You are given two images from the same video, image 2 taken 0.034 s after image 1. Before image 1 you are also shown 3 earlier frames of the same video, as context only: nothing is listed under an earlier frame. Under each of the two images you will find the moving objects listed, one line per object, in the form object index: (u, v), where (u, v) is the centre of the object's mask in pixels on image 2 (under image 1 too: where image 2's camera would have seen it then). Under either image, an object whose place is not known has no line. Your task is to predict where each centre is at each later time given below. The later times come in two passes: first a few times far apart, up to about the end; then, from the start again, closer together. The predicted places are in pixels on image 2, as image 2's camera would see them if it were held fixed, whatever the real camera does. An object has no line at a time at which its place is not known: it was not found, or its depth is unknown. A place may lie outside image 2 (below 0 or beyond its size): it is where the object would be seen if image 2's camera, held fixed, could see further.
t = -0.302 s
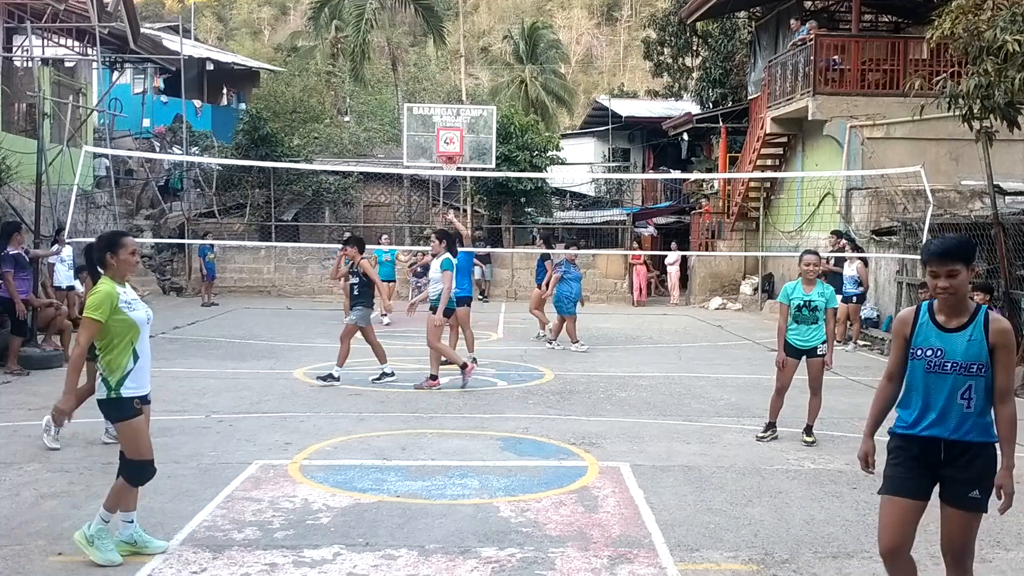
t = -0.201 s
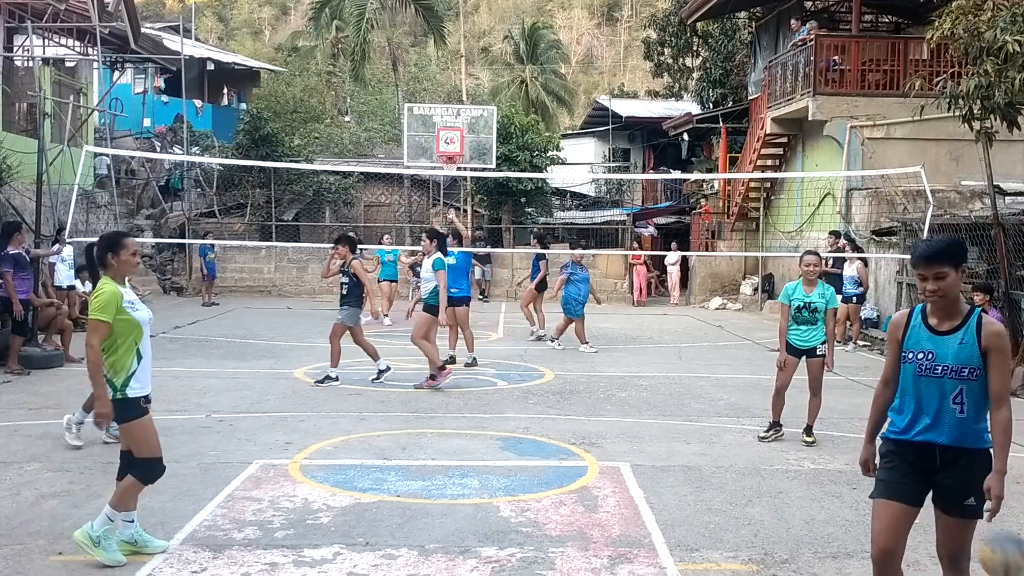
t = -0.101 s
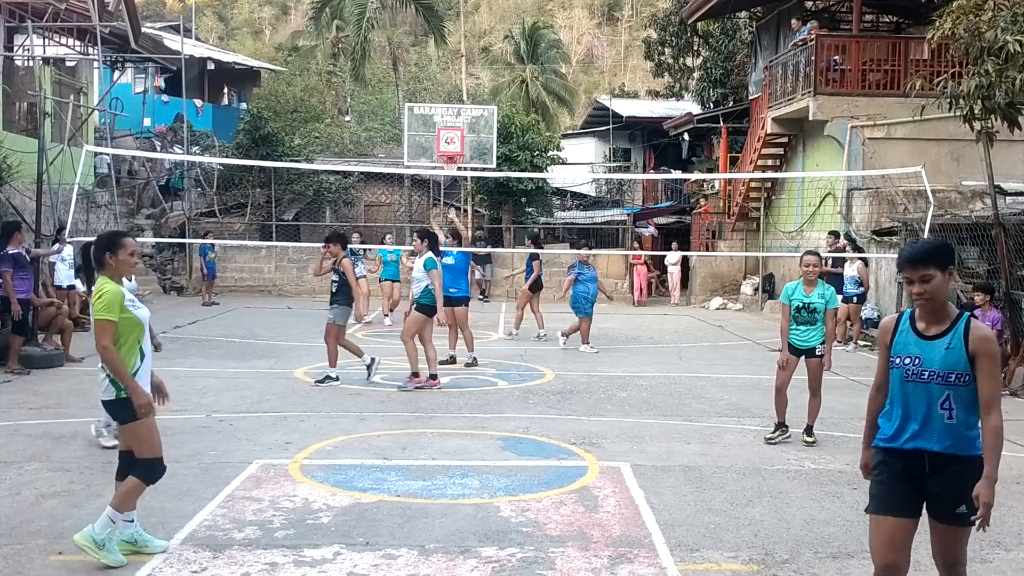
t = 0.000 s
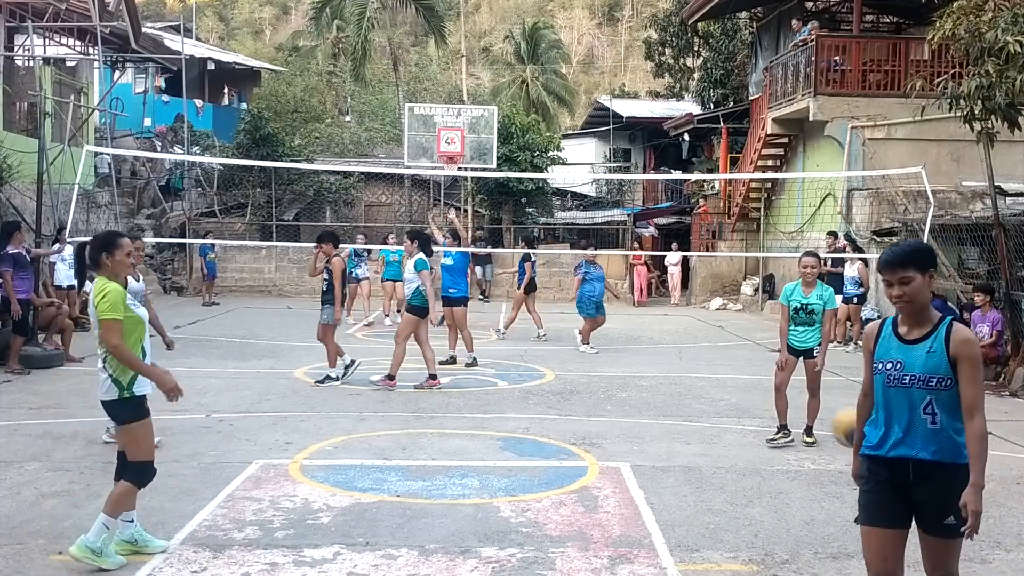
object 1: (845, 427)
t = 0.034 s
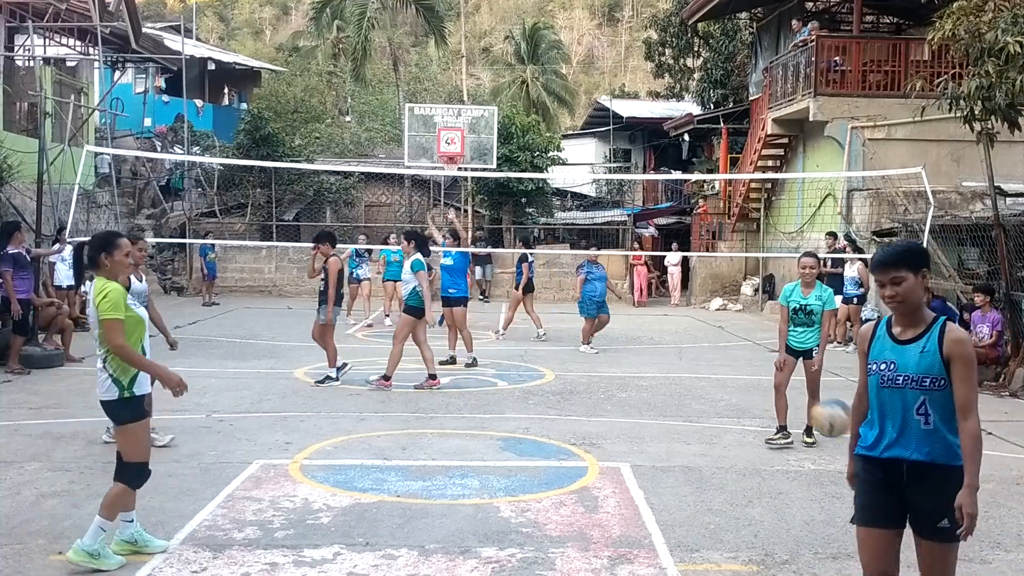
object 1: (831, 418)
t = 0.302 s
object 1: (701, 418)
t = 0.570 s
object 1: (615, 391)
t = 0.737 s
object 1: (576, 360)
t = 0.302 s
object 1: (701, 418)
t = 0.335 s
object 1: (688, 427)
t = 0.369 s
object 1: (677, 436)
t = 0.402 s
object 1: (665, 446)
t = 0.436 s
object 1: (654, 450)
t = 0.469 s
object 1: (643, 432)
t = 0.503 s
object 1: (633, 415)
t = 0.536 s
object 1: (625, 401)
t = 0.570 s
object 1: (615, 391)
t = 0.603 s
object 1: (607, 381)
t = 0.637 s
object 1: (599, 373)
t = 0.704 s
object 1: (583, 363)
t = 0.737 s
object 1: (576, 360)
